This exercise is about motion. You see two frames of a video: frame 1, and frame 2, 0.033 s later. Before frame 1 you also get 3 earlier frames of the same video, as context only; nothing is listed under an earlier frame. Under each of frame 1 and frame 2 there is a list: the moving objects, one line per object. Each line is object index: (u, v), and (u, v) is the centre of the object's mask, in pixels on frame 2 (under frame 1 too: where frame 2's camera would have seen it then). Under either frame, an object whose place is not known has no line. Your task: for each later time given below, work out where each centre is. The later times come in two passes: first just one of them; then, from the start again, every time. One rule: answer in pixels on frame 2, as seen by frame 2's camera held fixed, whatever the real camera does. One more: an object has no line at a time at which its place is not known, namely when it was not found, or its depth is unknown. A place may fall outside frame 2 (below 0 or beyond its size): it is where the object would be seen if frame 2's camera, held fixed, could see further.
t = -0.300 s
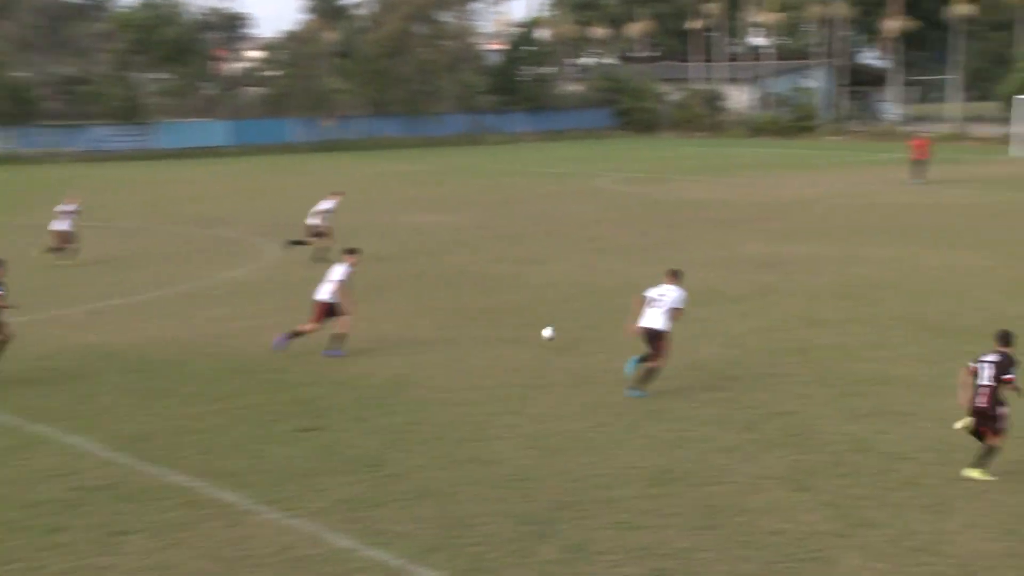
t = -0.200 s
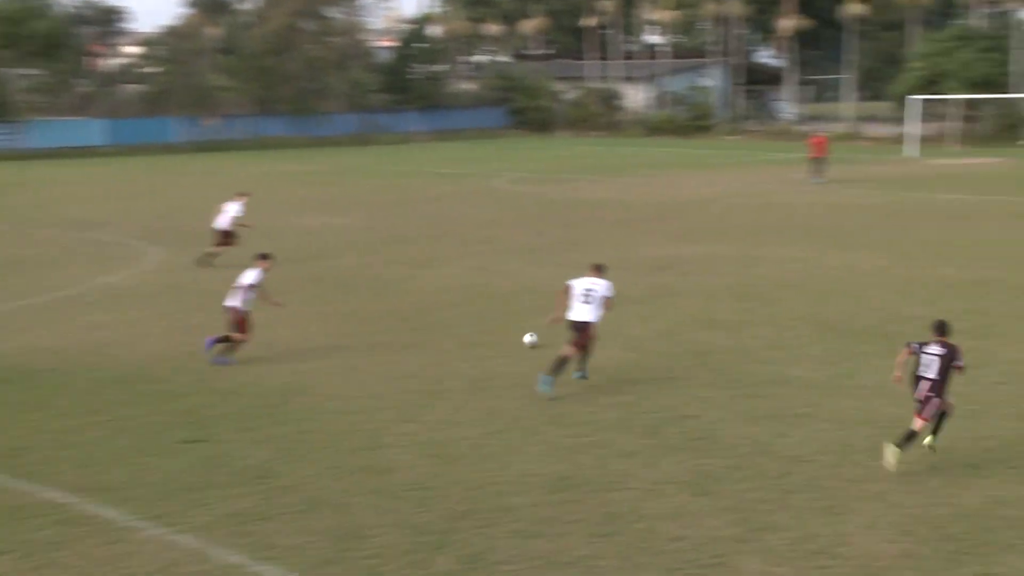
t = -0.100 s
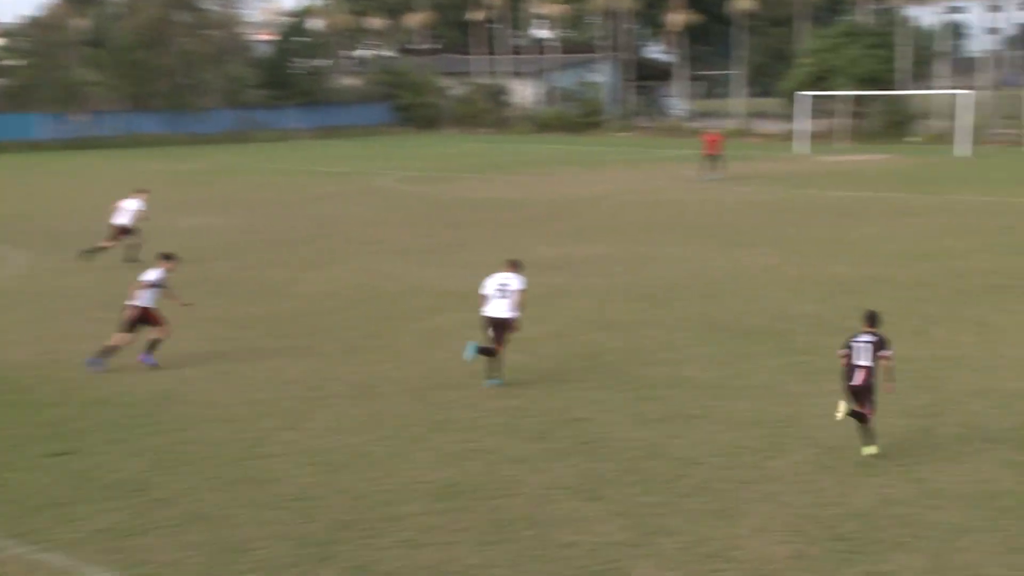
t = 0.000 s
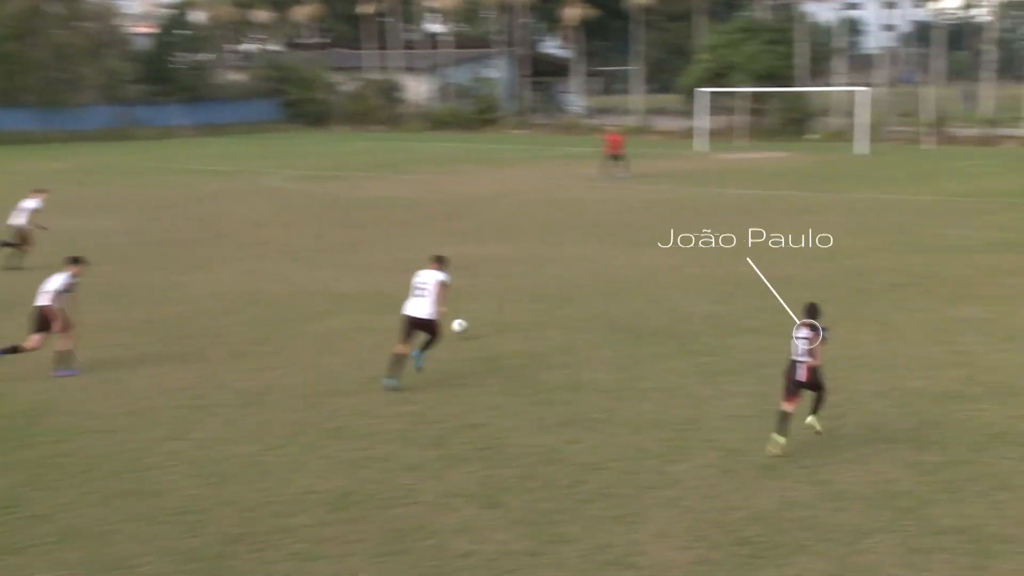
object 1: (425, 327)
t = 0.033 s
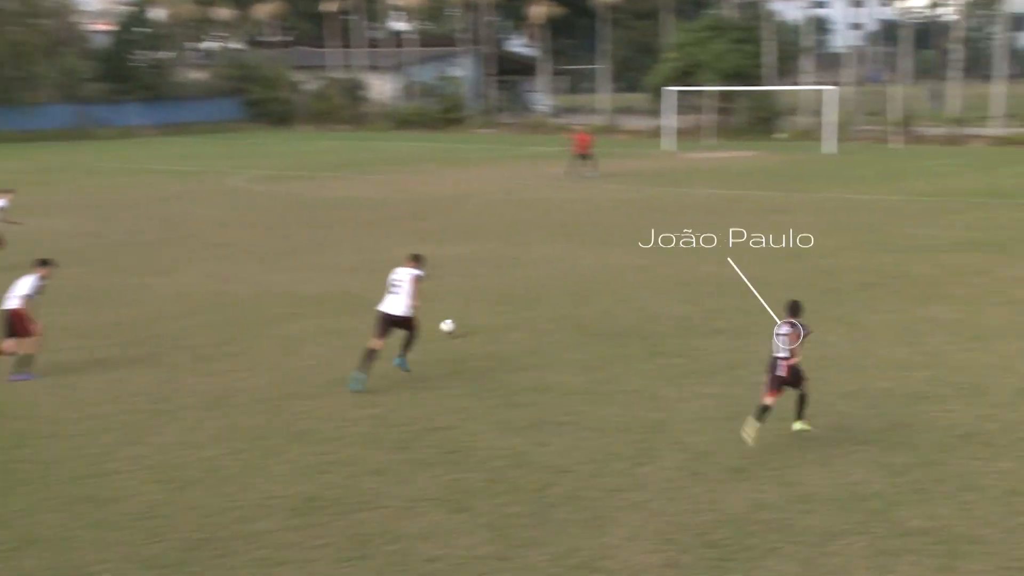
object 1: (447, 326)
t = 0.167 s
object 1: (527, 317)
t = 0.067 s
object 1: (470, 327)
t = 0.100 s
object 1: (492, 327)
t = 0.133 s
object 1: (510, 322)
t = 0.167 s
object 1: (527, 317)
